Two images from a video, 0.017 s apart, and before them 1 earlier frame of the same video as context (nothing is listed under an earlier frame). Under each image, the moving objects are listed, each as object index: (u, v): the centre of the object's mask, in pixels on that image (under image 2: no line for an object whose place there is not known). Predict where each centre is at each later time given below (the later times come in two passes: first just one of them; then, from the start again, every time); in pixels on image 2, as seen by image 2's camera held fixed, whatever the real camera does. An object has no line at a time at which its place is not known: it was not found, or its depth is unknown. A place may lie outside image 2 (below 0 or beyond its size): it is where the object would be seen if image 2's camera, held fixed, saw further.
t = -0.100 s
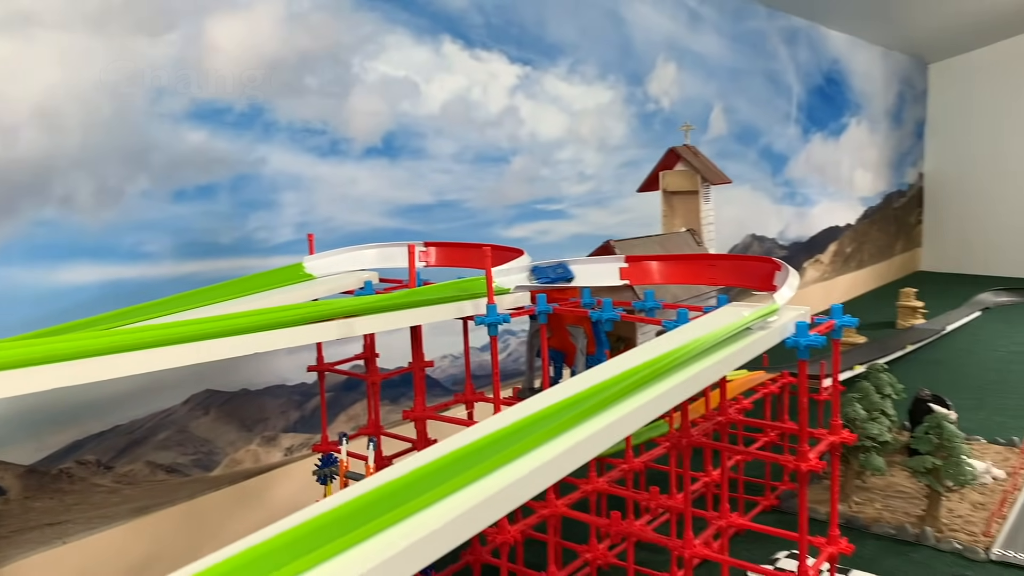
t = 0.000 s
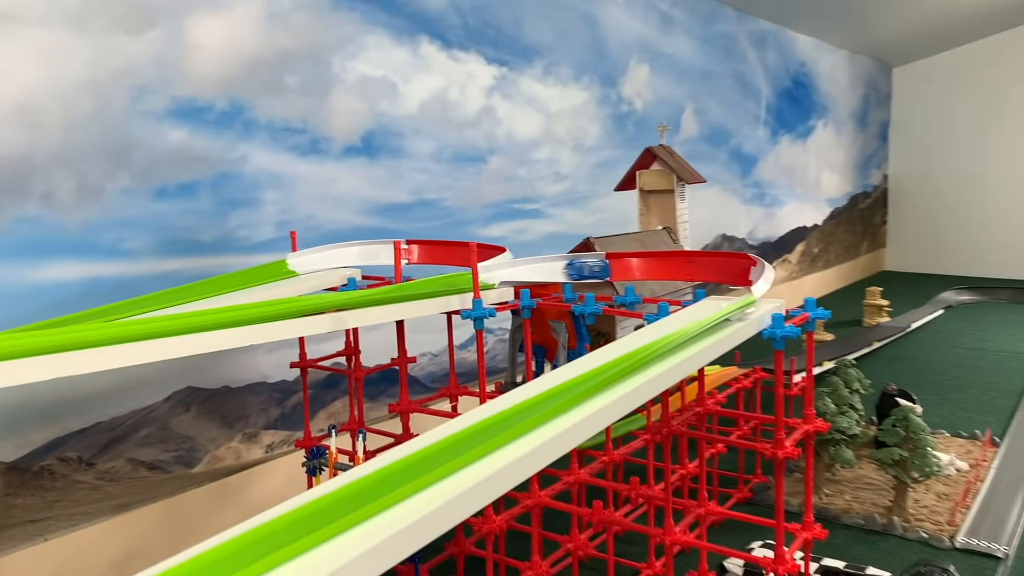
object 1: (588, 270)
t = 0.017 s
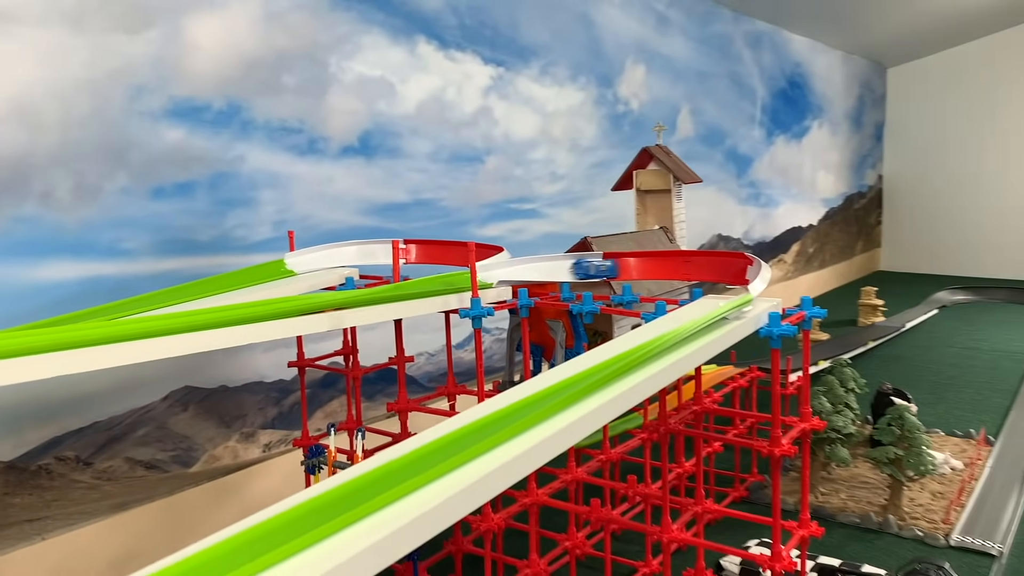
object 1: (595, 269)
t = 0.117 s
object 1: (655, 268)
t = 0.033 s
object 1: (606, 269)
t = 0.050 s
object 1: (616, 269)
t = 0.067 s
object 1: (627, 269)
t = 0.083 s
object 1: (636, 268)
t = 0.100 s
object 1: (647, 268)
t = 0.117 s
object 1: (655, 268)
